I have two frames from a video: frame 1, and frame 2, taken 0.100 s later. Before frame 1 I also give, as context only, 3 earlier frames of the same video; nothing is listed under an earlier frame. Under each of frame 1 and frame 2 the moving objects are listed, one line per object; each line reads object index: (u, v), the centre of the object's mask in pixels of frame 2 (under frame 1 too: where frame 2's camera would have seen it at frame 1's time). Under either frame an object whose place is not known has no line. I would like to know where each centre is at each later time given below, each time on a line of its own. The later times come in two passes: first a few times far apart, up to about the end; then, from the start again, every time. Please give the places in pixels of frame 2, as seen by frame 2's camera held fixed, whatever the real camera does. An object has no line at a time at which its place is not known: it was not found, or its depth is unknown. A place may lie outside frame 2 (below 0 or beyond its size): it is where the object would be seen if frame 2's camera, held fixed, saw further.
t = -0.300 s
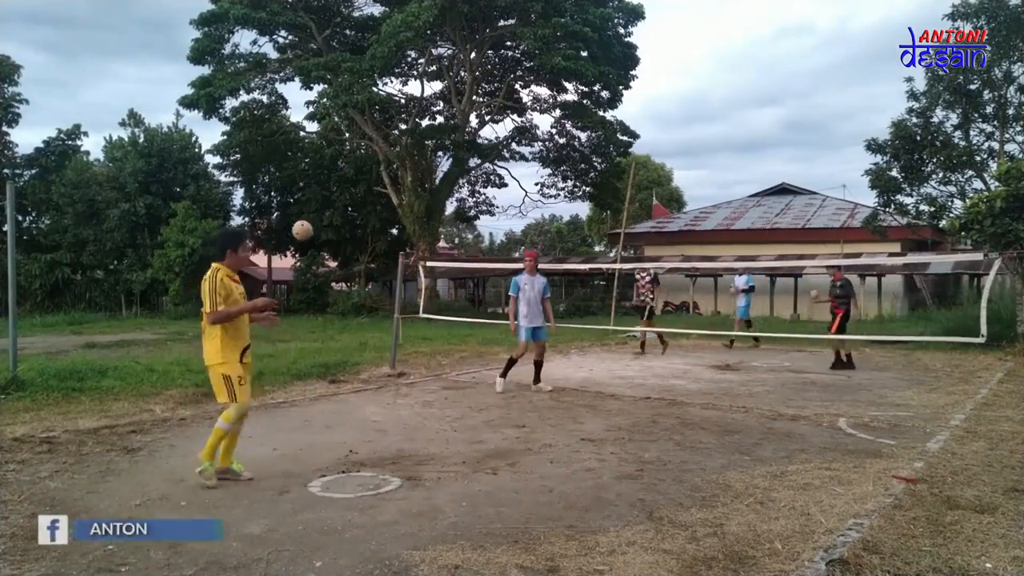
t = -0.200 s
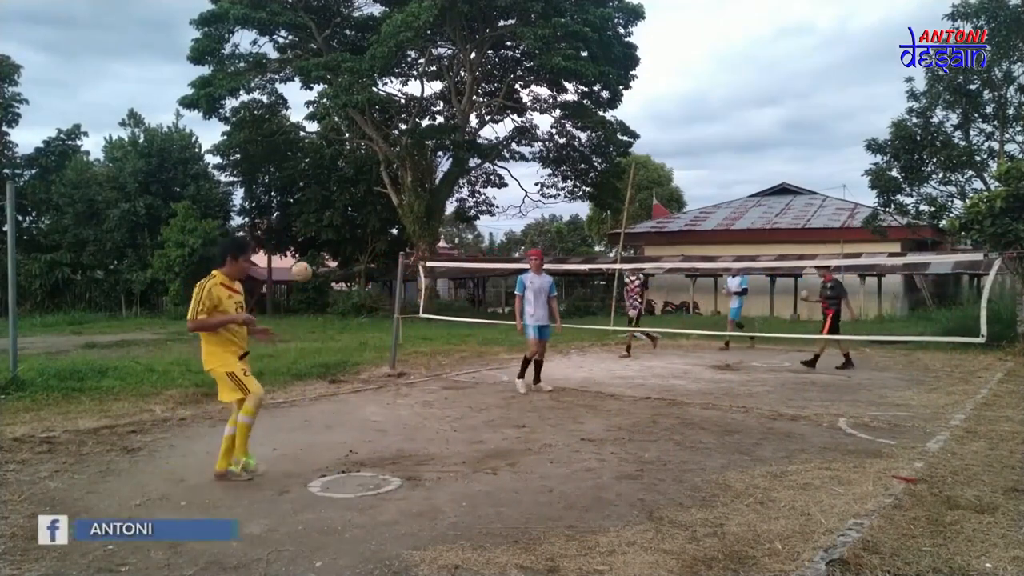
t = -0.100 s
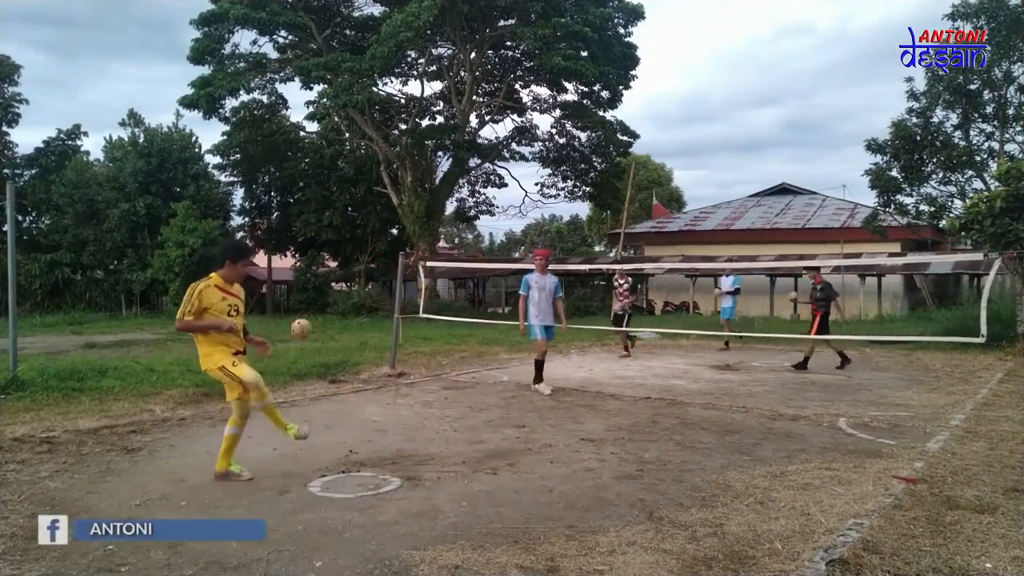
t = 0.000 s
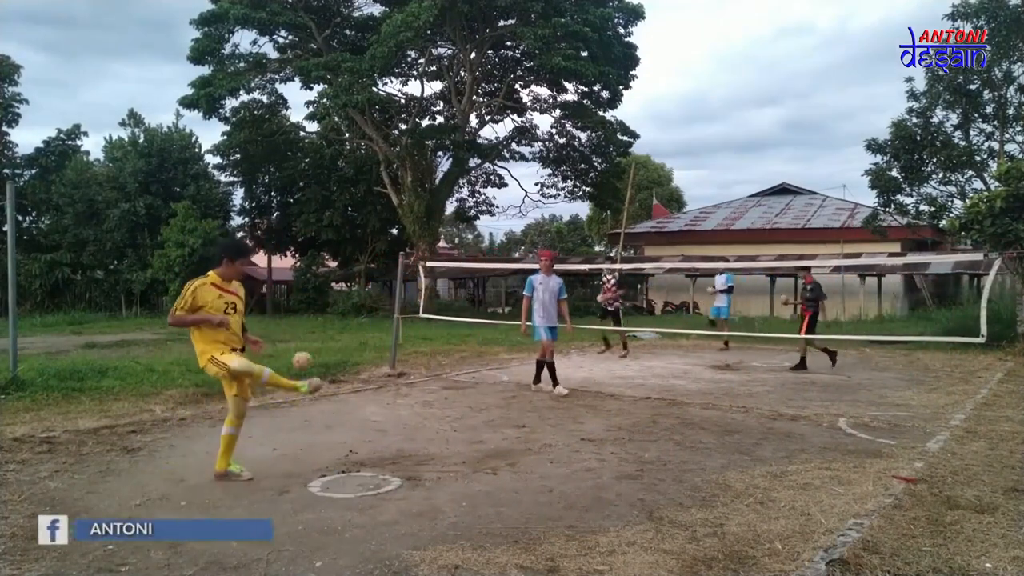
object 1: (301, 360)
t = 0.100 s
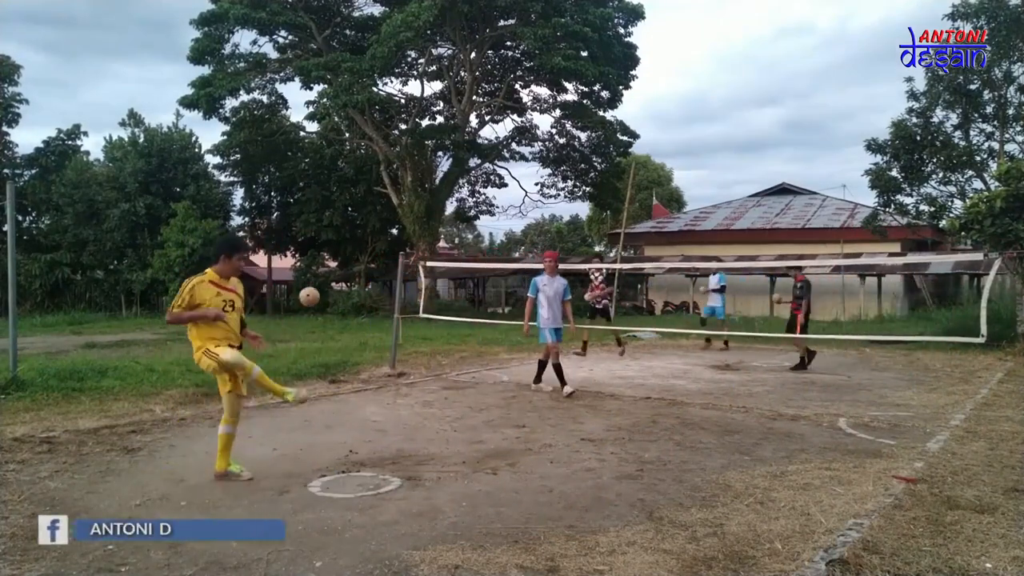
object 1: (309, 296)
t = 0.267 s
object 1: (320, 220)
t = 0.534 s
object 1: (338, 181)
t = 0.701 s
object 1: (349, 208)
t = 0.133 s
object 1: (311, 278)
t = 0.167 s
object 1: (313, 261)
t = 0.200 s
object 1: (316, 246)
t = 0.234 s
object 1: (318, 232)
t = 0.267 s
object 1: (320, 220)
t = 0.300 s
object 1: (322, 210)
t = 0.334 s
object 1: (324, 201)
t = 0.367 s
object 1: (327, 193)
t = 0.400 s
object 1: (329, 188)
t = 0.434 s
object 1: (331, 183)
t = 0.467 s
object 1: (333, 181)
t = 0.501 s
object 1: (335, 180)
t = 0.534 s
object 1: (338, 181)
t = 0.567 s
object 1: (340, 183)
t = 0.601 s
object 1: (342, 187)
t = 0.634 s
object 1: (344, 192)
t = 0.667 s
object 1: (347, 199)
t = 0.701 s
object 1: (349, 208)
